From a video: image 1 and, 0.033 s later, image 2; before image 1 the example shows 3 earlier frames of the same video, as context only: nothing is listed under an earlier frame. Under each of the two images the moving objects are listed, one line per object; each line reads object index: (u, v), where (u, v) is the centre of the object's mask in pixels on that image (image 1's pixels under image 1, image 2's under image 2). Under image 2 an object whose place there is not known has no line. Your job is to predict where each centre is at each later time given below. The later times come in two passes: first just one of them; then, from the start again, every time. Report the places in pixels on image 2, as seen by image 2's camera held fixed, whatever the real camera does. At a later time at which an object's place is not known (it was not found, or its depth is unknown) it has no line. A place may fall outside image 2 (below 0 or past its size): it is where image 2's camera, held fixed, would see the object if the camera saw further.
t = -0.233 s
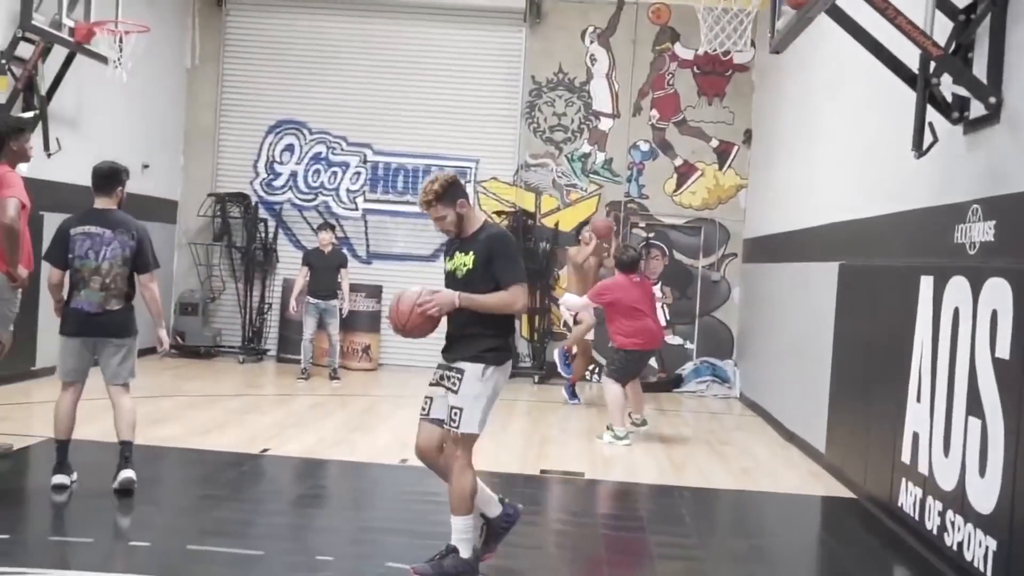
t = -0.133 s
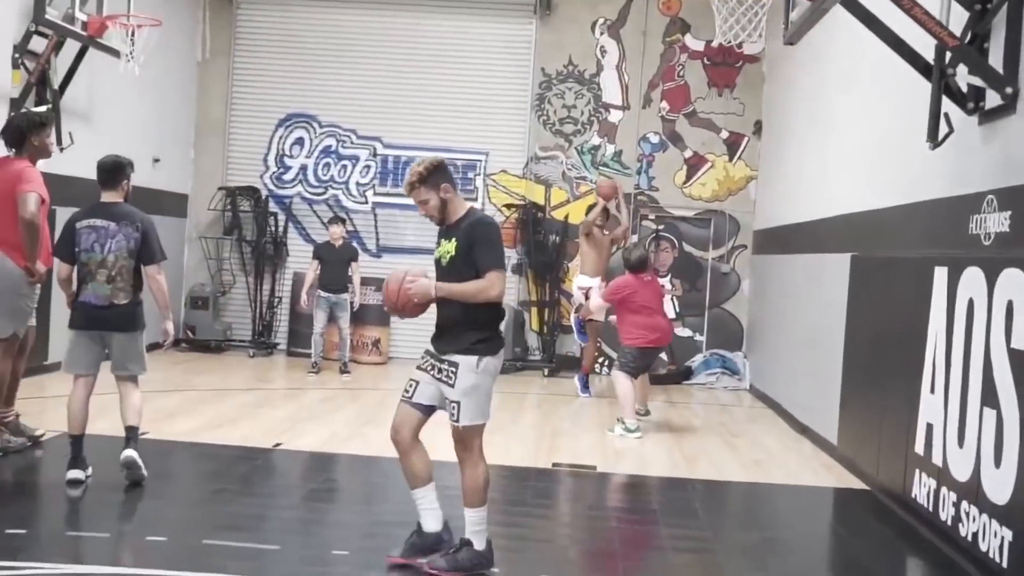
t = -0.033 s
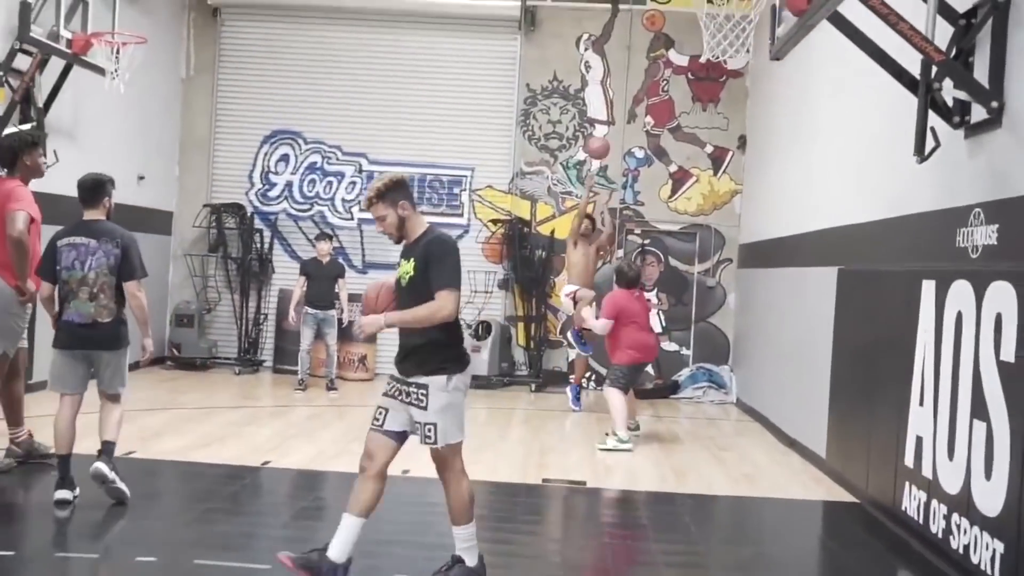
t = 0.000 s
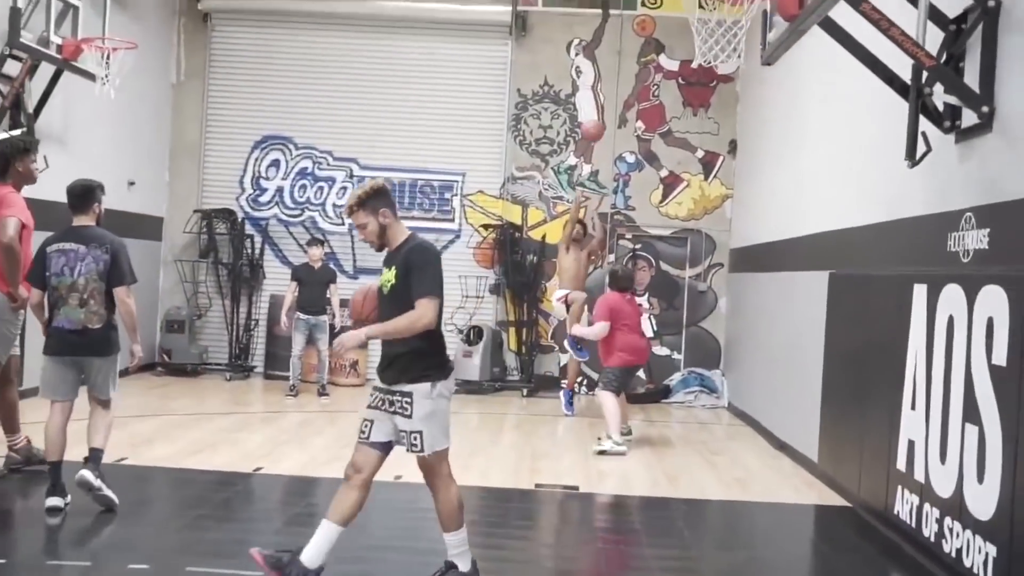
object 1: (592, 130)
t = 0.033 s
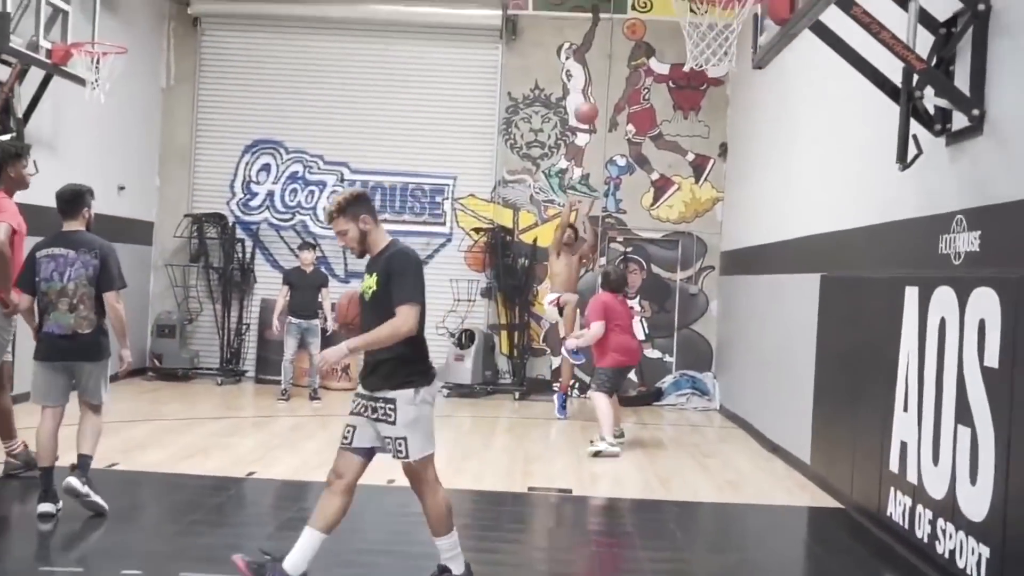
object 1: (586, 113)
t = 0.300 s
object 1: (611, -41)
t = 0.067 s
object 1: (590, 92)
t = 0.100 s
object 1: (592, 71)
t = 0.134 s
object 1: (595, 50)
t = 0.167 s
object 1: (598, 31)
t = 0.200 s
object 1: (600, 12)
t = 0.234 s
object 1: (604, -7)
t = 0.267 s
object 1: (606, -20)
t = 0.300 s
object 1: (611, -41)
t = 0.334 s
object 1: (614, -58)
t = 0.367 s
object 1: (616, -73)
